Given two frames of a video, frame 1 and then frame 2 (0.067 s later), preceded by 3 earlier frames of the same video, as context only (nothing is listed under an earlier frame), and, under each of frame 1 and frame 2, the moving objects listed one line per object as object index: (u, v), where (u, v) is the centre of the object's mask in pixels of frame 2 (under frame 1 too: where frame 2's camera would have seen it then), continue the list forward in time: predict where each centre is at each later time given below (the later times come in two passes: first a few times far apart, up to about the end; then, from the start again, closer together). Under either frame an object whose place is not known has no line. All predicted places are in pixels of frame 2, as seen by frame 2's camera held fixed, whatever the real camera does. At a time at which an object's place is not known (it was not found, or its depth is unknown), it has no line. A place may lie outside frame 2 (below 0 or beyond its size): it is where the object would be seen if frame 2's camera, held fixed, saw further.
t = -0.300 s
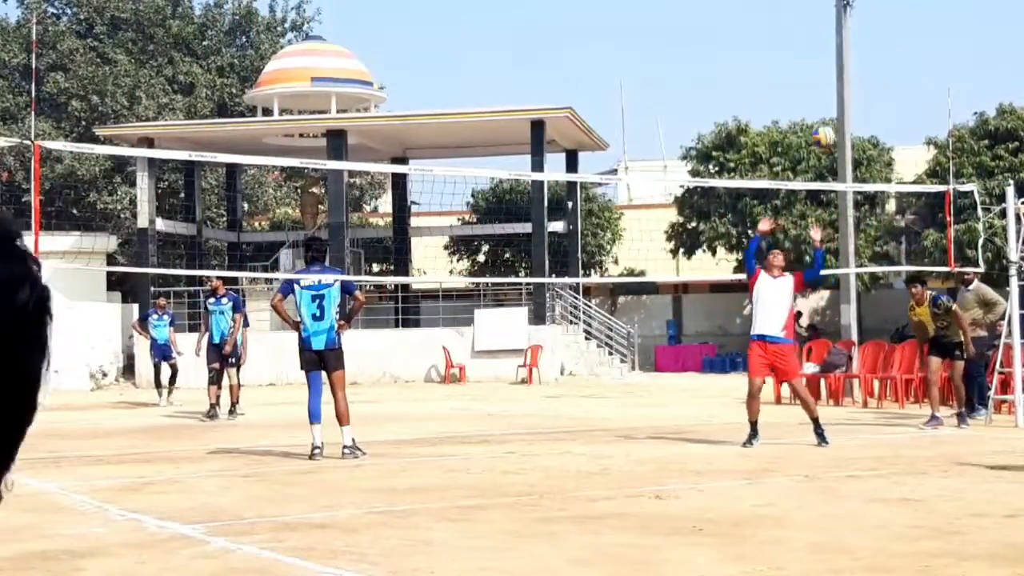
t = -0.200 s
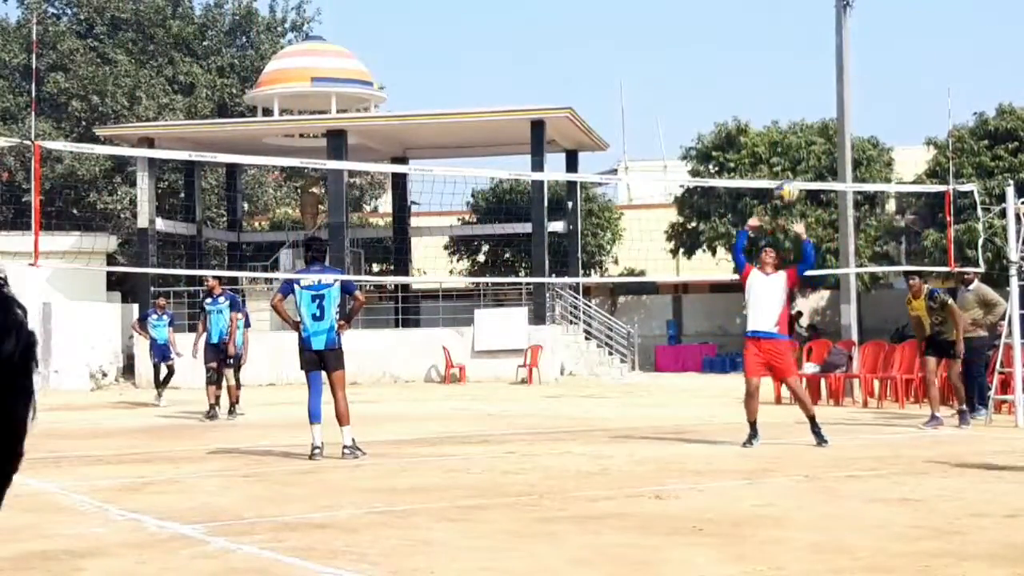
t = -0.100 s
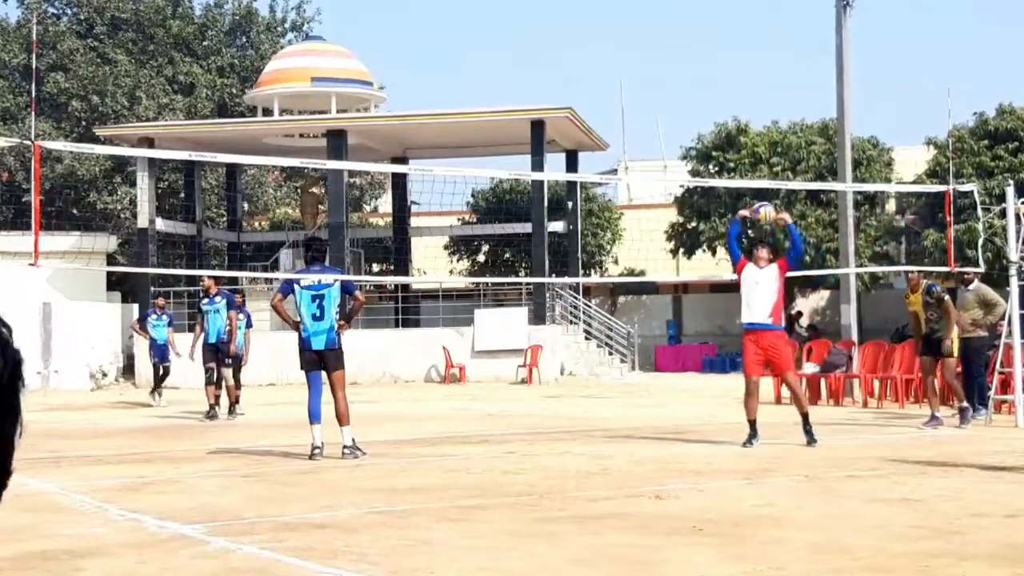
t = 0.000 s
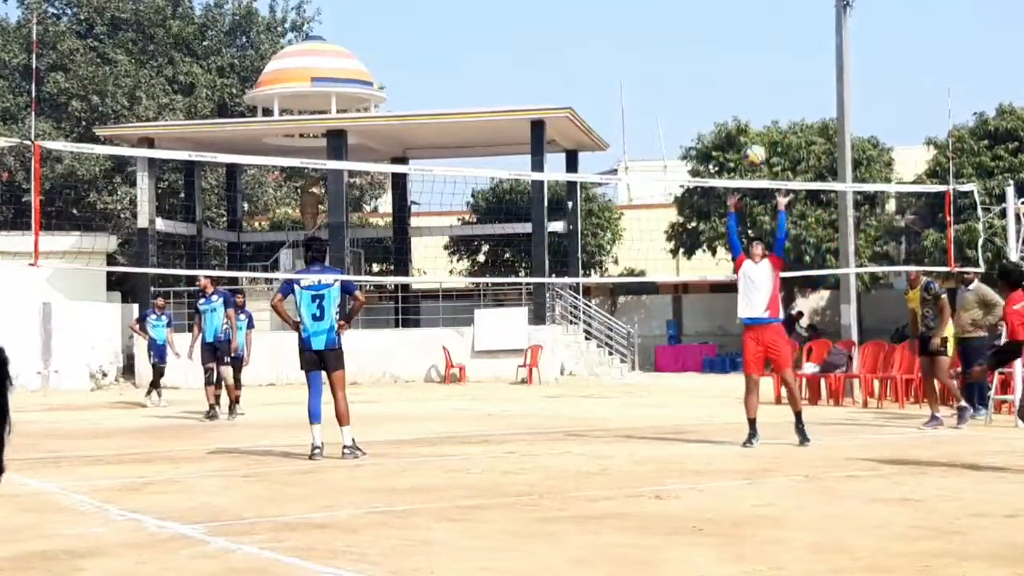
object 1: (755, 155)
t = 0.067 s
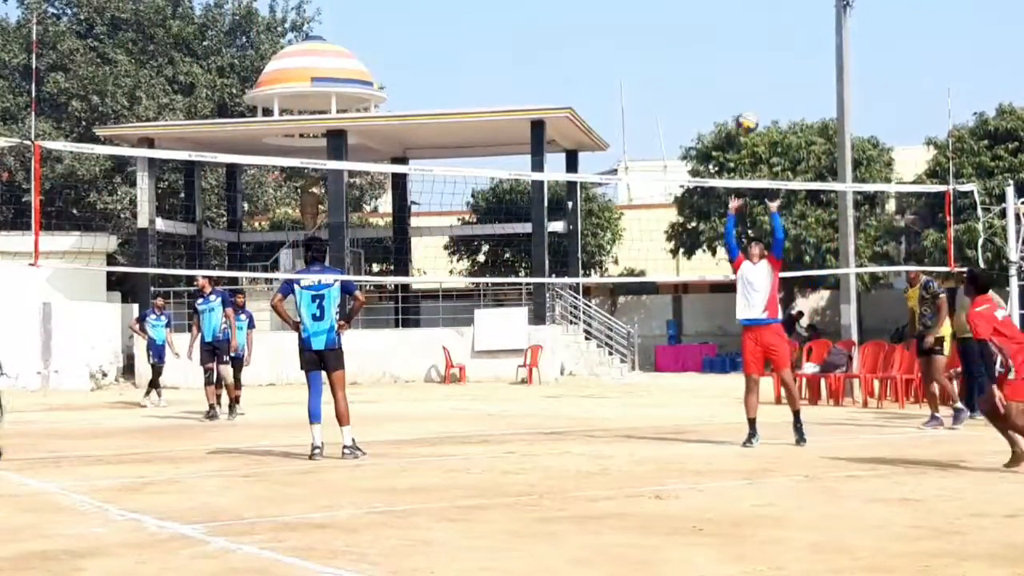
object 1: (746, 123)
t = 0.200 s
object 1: (734, 73)
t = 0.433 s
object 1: (713, 28)
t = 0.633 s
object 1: (697, 38)
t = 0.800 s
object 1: (684, 81)
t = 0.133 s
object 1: (740, 95)
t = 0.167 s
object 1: (737, 84)
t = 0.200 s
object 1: (734, 73)
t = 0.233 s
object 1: (731, 63)
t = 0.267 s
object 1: (728, 54)
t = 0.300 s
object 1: (725, 47)
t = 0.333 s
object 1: (722, 39)
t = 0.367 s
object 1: (719, 34)
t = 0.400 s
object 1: (716, 30)
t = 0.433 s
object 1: (713, 28)
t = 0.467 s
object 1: (711, 27)
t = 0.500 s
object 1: (708, 26)
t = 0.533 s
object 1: (705, 28)
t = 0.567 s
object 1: (702, 30)
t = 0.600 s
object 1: (699, 33)
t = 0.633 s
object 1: (697, 38)
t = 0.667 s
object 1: (695, 45)
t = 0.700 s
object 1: (692, 52)
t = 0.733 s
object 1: (690, 61)
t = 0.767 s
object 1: (687, 71)
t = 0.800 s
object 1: (684, 81)
